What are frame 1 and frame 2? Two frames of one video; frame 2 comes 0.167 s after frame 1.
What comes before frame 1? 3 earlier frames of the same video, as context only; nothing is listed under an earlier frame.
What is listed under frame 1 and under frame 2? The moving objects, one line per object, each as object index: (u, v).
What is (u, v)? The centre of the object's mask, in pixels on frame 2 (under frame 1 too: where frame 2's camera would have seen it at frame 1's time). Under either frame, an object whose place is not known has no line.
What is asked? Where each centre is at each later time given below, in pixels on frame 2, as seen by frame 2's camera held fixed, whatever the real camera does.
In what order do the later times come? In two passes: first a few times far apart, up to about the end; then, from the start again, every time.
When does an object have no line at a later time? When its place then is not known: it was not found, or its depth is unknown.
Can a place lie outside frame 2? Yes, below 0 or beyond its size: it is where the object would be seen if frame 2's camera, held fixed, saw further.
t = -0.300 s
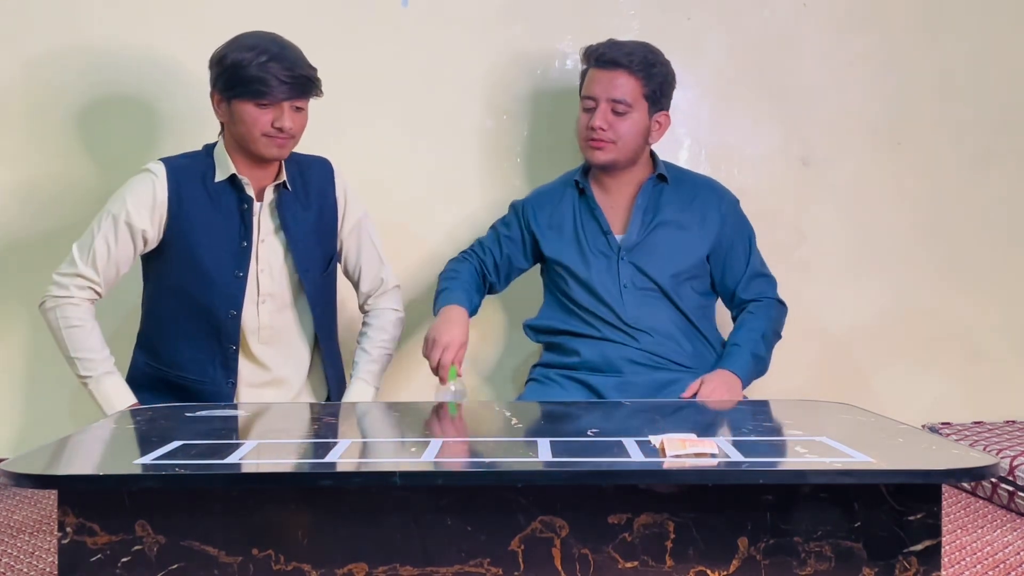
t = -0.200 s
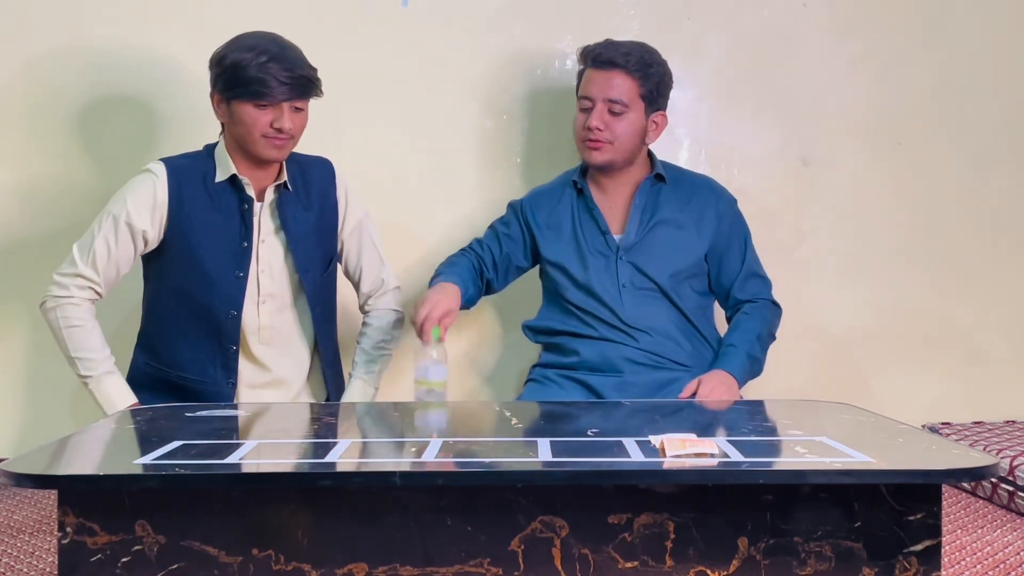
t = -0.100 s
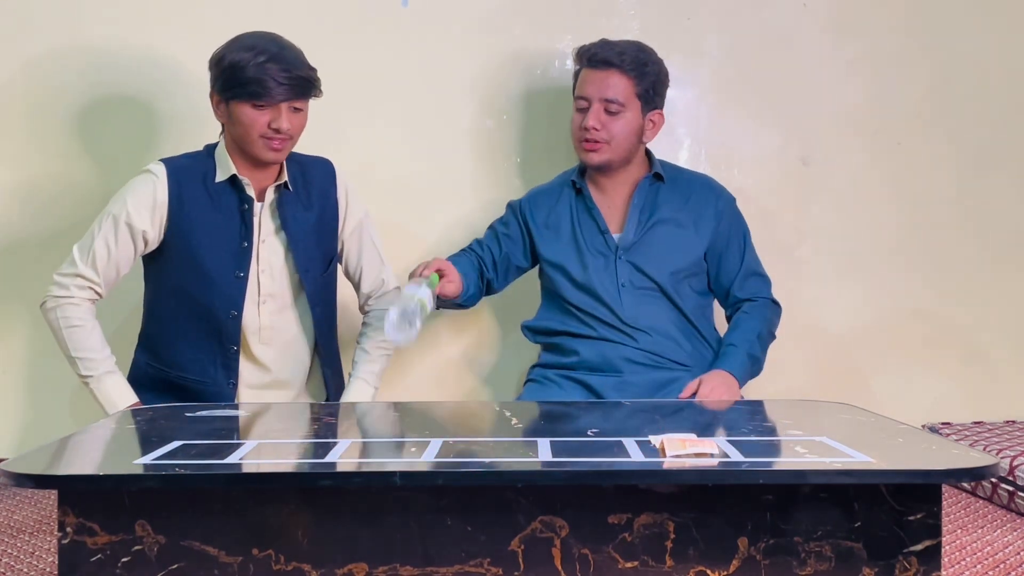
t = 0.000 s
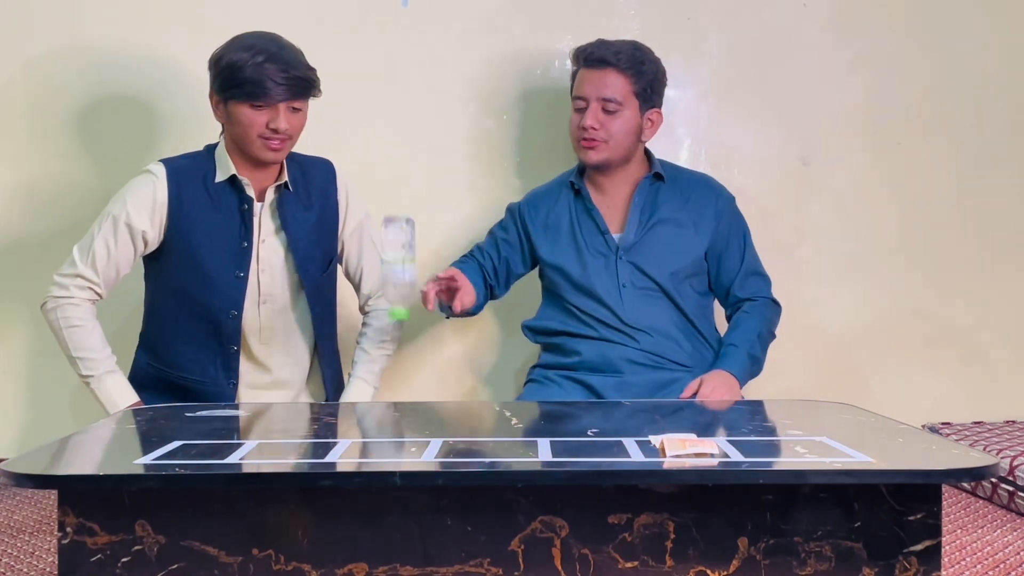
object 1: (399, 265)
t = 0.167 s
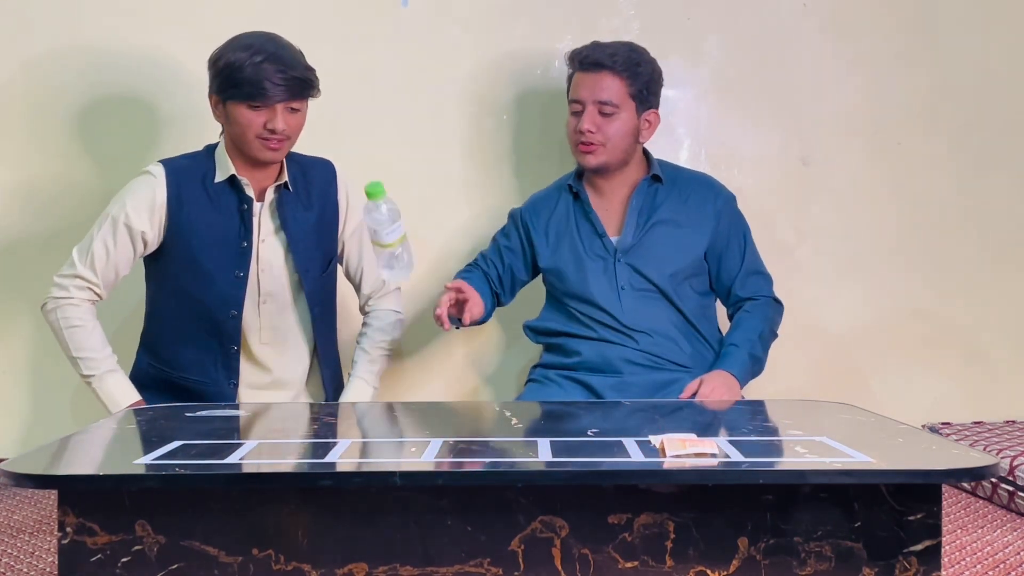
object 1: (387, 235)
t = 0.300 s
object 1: (380, 350)
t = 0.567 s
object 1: (377, 397)
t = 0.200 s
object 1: (386, 250)
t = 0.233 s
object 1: (385, 282)
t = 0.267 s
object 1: (384, 312)
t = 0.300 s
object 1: (380, 350)
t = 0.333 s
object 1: (381, 371)
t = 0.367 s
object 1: (377, 390)
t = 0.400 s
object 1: (378, 392)
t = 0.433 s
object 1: (379, 393)
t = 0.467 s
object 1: (378, 396)
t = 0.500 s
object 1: (377, 397)
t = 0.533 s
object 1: (377, 397)
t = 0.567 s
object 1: (377, 397)
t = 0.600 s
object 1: (377, 397)
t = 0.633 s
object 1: (377, 397)
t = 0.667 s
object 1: (377, 397)
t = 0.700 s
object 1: (377, 397)
